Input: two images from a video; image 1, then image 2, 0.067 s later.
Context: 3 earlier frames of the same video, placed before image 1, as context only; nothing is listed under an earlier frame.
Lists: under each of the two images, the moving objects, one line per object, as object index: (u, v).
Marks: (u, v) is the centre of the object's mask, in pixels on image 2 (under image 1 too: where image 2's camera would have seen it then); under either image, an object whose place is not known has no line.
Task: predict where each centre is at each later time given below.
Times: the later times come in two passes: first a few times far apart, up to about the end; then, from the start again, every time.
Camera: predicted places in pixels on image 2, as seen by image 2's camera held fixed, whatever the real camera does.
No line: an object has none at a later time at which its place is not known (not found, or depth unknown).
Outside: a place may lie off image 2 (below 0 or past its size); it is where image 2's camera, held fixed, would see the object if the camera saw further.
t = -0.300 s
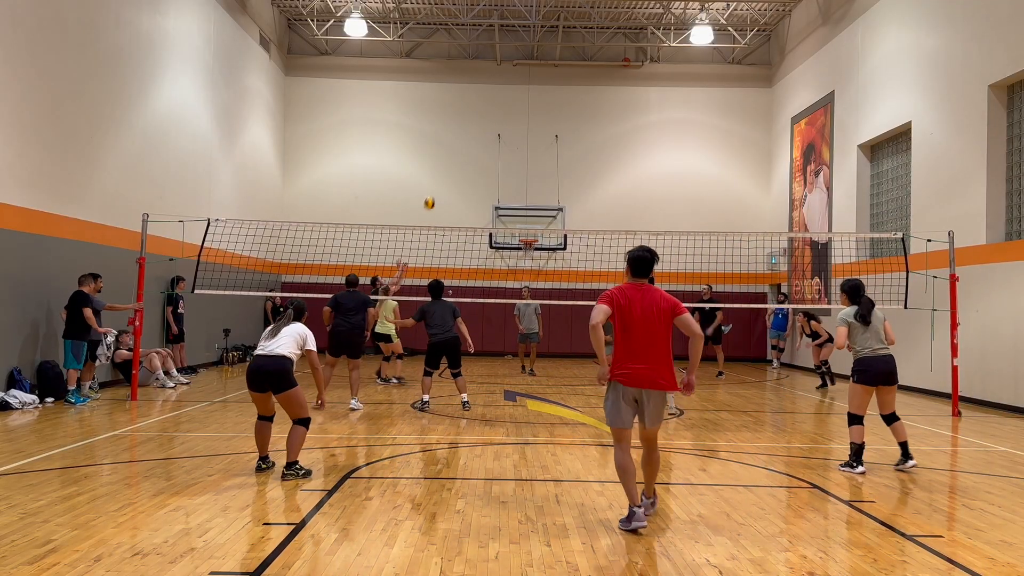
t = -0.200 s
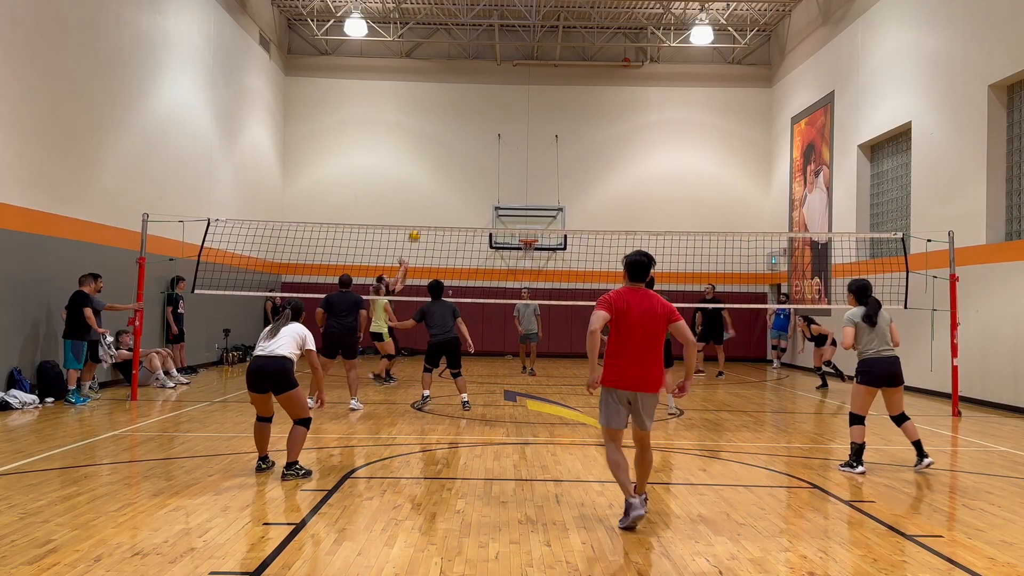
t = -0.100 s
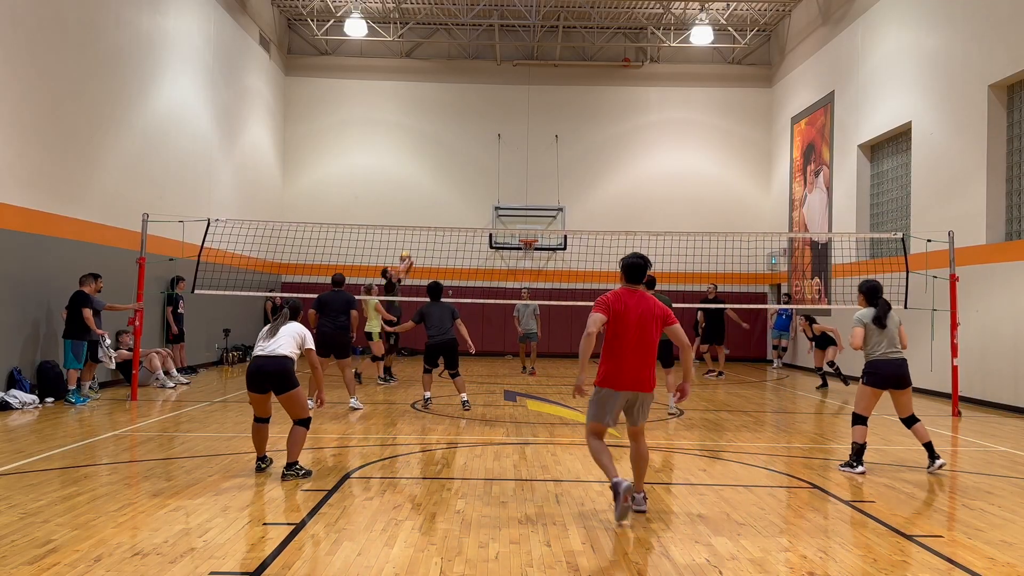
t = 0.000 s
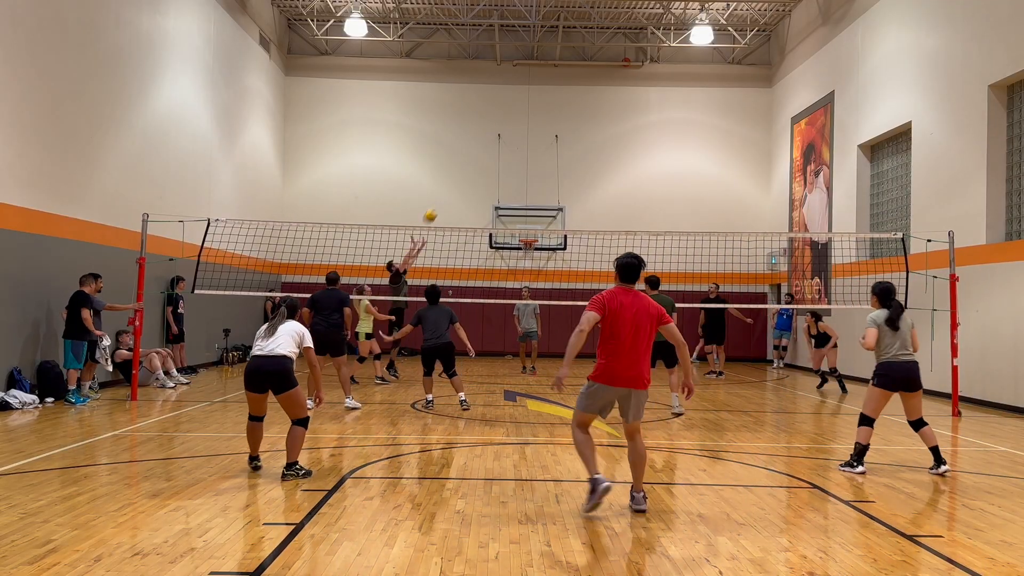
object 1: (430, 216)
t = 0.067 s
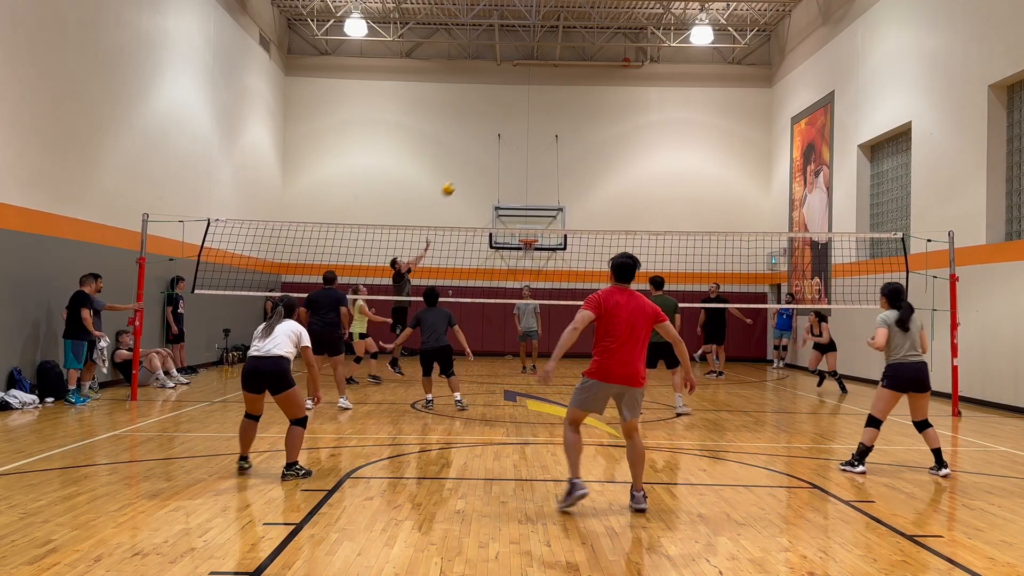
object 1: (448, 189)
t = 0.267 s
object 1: (499, 125)
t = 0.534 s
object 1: (567, 74)
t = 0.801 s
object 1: (635, 64)
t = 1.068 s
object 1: (701, 99)
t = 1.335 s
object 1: (768, 178)
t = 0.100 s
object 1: (457, 177)
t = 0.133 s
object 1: (466, 165)
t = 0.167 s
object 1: (474, 154)
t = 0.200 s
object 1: (483, 144)
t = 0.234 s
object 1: (491, 134)
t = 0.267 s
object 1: (499, 125)
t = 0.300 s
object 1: (508, 117)
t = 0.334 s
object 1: (516, 108)
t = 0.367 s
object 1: (525, 101)
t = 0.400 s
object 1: (533, 94)
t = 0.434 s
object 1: (541, 88)
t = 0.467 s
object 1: (550, 83)
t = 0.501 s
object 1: (558, 78)
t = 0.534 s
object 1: (567, 74)
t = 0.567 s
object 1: (575, 70)
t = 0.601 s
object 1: (584, 67)
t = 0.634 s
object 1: (592, 65)
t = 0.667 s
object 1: (600, 63)
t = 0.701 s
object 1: (609, 63)
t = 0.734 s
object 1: (617, 63)
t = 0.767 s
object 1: (626, 63)
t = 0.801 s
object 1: (635, 64)
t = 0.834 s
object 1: (642, 66)
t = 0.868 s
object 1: (651, 69)
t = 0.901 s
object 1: (659, 72)
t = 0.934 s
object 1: (668, 76)
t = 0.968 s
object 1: (676, 81)
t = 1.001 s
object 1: (685, 87)
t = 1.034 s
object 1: (693, 93)
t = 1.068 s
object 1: (701, 99)
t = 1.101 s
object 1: (709, 107)
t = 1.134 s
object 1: (718, 114)
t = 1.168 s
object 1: (727, 123)
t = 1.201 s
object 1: (735, 133)
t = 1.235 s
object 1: (743, 143)
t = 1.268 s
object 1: (751, 155)
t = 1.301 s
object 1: (760, 166)
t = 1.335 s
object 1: (768, 178)
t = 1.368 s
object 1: (776, 191)
